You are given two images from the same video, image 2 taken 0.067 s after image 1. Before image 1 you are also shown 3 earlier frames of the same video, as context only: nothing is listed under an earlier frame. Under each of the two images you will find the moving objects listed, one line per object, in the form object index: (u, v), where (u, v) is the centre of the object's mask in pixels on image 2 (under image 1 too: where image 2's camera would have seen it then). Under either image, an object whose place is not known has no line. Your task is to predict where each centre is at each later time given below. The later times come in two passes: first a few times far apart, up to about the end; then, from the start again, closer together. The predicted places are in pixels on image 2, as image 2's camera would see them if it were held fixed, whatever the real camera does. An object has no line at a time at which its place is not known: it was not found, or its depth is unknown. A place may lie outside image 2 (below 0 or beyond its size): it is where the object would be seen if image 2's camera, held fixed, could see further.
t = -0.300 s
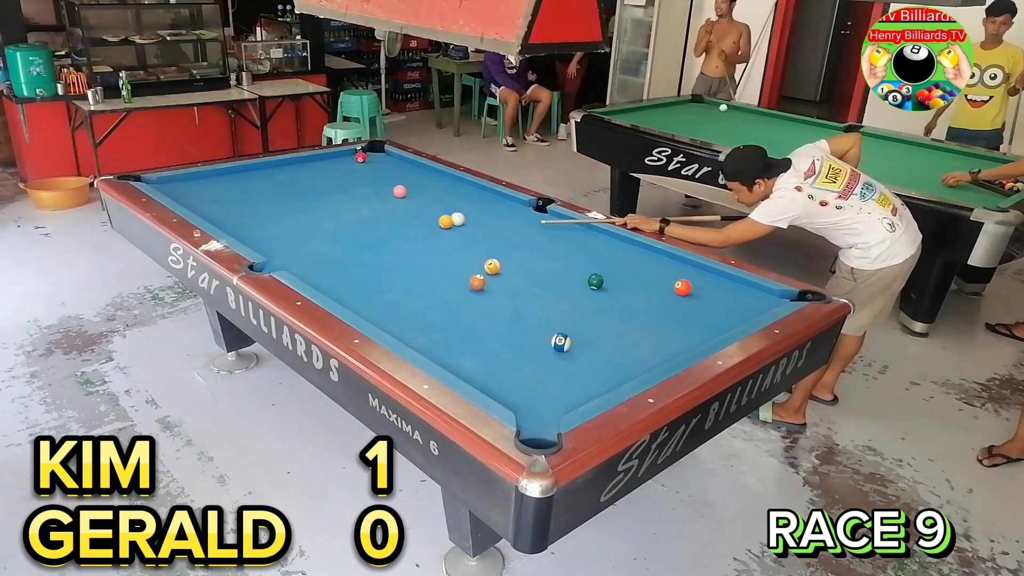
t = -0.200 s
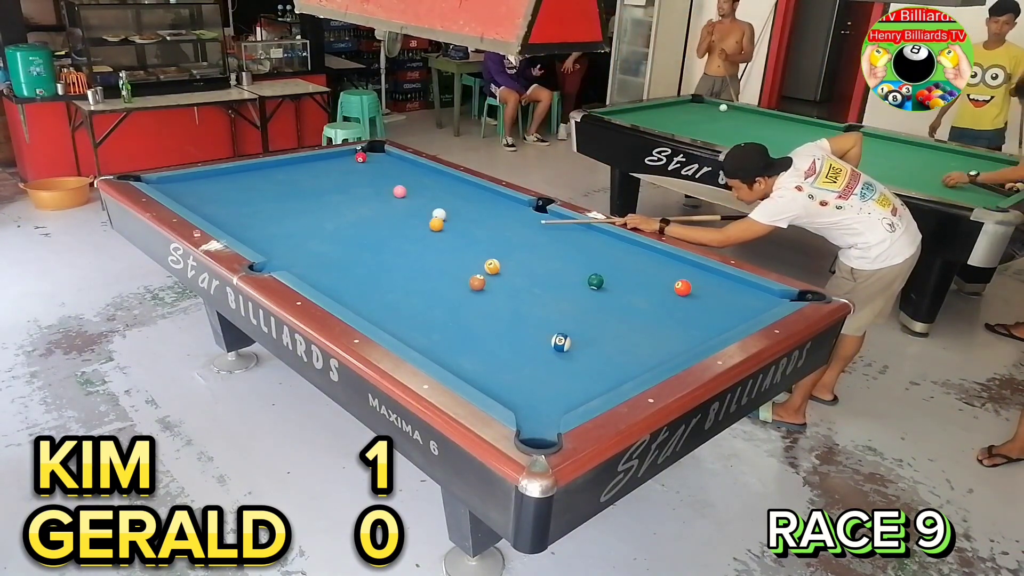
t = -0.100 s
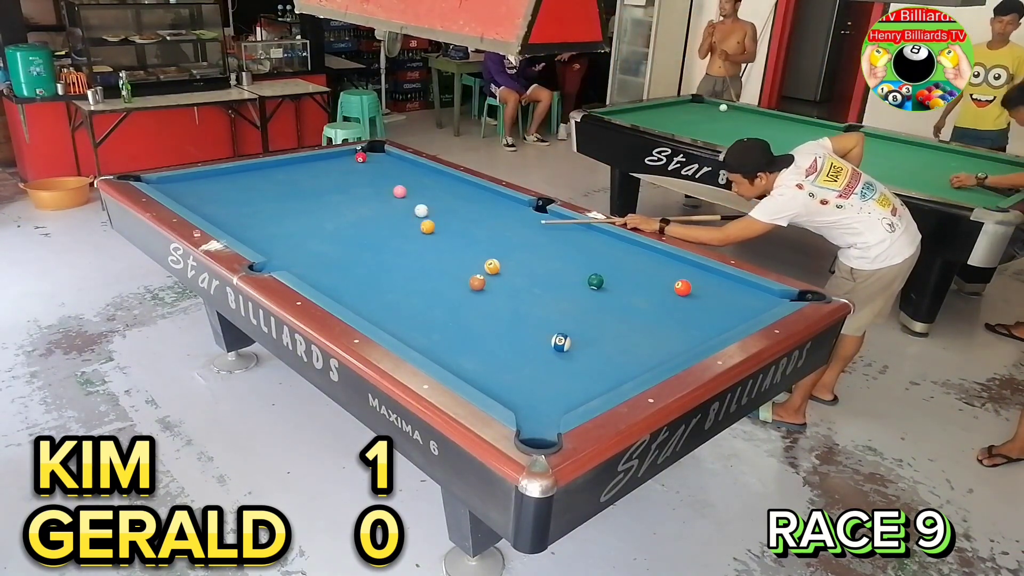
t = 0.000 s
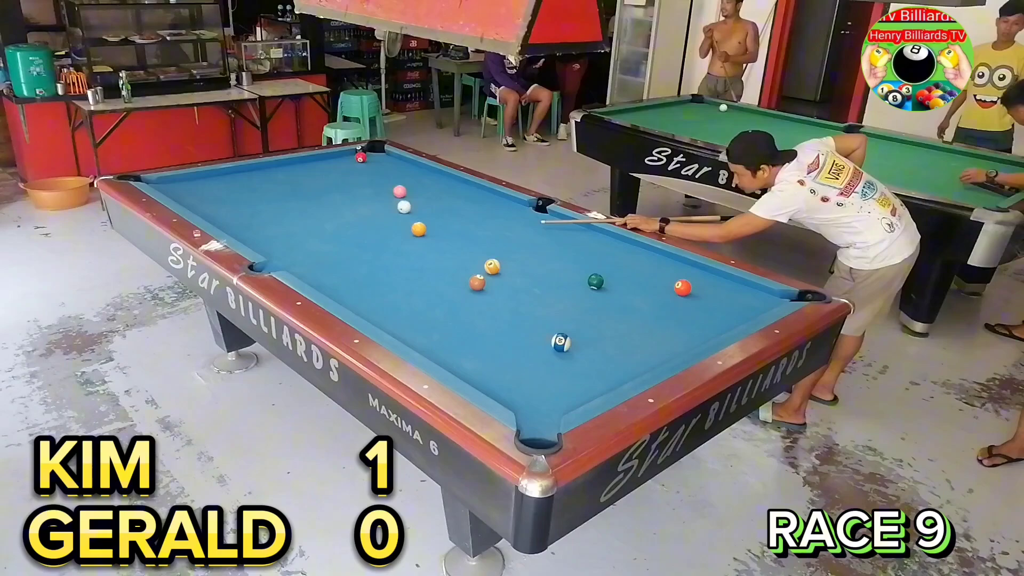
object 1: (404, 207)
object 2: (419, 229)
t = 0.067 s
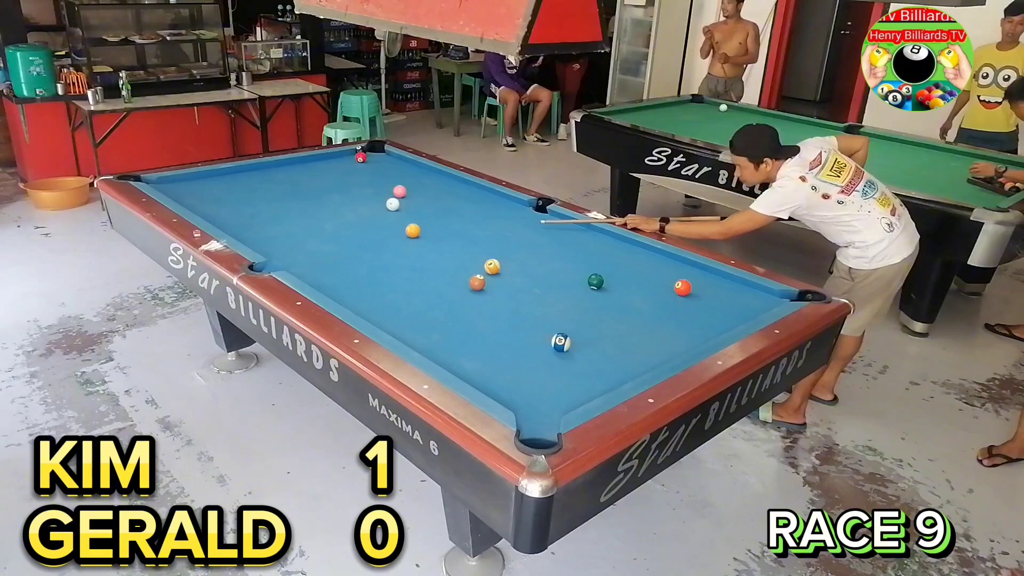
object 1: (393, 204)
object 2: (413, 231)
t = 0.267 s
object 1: (361, 197)
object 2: (395, 236)
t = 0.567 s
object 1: (316, 187)
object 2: (368, 243)
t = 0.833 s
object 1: (279, 179)
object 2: (345, 249)
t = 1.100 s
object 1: (246, 171)
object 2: (321, 256)
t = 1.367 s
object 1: (237, 173)
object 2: (298, 262)
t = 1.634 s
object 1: (240, 178)
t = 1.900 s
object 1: (242, 184)
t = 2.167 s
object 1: (245, 190)
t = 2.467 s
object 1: (248, 195)
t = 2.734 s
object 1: (250, 201)
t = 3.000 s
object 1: (253, 205)
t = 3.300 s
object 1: (256, 210)
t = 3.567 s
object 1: (258, 214)
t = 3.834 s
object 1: (261, 218)
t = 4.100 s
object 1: (263, 221)
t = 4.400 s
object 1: (265, 224)
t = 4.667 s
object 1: (267, 227)
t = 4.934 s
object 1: (269, 229)
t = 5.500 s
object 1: (273, 231)
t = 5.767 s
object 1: (273, 232)
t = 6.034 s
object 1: (274, 232)
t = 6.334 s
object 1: (274, 232)
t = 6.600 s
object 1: (274, 232)
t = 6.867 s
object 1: (274, 232)
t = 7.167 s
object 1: (274, 232)
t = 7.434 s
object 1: (274, 232)
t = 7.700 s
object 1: (274, 232)
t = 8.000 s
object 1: (274, 232)
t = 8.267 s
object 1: (274, 232)
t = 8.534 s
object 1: (274, 232)
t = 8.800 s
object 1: (274, 232)
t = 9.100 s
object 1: (274, 232)
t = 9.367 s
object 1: (274, 232)
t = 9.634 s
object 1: (274, 232)
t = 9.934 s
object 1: (274, 232)
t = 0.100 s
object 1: (387, 203)
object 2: (410, 232)
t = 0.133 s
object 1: (382, 202)
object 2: (407, 232)
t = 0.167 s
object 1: (376, 201)
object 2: (404, 233)
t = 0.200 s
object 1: (371, 199)
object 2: (401, 234)
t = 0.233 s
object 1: (366, 198)
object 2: (398, 235)
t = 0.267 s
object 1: (361, 197)
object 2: (395, 236)
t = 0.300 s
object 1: (355, 196)
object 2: (392, 236)
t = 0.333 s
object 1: (350, 195)
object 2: (389, 237)
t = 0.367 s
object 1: (345, 193)
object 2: (386, 238)
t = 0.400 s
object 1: (340, 192)
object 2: (383, 239)
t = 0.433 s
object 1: (335, 191)
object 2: (380, 239)
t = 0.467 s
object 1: (330, 190)
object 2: (377, 240)
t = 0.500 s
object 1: (325, 189)
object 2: (374, 241)
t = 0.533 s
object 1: (320, 188)
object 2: (371, 242)
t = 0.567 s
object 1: (316, 187)
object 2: (368, 243)
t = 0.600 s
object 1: (311, 186)
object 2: (365, 244)
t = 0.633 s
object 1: (306, 185)
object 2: (362, 244)
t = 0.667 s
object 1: (302, 184)
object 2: (359, 245)
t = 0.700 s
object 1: (297, 183)
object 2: (356, 246)
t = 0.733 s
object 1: (293, 182)
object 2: (353, 247)
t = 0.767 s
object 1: (288, 181)
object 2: (350, 248)
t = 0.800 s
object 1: (284, 180)
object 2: (347, 248)
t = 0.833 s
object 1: (279, 179)
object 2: (345, 249)
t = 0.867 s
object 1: (275, 178)
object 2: (342, 250)
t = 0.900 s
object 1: (271, 177)
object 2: (339, 251)
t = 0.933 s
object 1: (267, 176)
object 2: (336, 252)
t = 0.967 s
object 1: (263, 175)
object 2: (333, 252)
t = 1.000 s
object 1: (258, 174)
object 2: (330, 253)
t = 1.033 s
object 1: (254, 173)
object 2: (327, 254)
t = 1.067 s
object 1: (250, 172)
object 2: (324, 255)
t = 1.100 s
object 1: (246, 171)
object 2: (321, 256)
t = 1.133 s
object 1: (242, 170)
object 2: (318, 256)
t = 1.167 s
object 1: (238, 170)
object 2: (316, 257)
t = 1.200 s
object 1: (235, 169)
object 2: (313, 258)
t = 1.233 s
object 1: (236, 170)
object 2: (310, 259)
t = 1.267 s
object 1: (236, 170)
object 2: (307, 260)
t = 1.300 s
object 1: (236, 171)
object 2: (304, 260)
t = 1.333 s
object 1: (236, 172)
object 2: (301, 261)
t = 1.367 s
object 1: (237, 173)
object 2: (298, 262)
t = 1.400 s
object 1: (237, 173)
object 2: (296, 263)
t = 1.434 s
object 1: (238, 174)
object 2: (293, 263)
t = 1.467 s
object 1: (238, 175)
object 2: (290, 264)
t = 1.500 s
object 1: (238, 176)
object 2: (288, 264)
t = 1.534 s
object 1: (239, 176)
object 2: (285, 265)
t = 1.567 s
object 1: (239, 177)
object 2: (282, 265)
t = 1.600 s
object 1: (239, 178)
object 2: (279, 266)
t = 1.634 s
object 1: (240, 178)
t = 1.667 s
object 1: (240, 179)
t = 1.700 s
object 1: (240, 180)
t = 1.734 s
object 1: (241, 180)
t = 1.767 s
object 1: (241, 181)
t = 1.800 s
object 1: (241, 182)
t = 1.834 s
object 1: (242, 183)
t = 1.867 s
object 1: (242, 183)
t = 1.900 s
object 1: (242, 184)
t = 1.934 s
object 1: (243, 185)
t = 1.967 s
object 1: (243, 185)
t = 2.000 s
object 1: (243, 186)
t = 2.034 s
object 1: (244, 187)
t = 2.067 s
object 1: (244, 187)
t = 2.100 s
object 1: (244, 188)
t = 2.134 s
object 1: (245, 189)
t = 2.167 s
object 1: (245, 190)
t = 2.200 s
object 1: (245, 190)
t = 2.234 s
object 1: (245, 191)
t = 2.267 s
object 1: (246, 191)
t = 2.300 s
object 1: (246, 192)
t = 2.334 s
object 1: (246, 193)
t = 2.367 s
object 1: (247, 193)
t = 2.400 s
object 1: (247, 194)
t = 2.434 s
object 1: (247, 195)
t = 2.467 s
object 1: (248, 195)
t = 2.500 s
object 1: (248, 196)
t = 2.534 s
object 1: (248, 197)
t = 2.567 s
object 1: (249, 197)
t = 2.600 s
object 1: (249, 198)
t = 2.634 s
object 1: (249, 199)
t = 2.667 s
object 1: (250, 199)
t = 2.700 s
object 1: (250, 200)
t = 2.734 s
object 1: (250, 201)
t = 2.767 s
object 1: (251, 201)
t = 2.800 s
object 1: (251, 202)
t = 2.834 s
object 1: (251, 202)
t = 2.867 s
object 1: (252, 203)
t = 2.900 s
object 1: (252, 204)
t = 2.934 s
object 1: (252, 204)
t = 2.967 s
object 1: (253, 205)
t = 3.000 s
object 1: (253, 205)
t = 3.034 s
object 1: (253, 206)
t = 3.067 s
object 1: (254, 206)
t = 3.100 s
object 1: (254, 207)
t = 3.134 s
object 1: (254, 208)
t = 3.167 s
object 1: (255, 208)
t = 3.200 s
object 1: (255, 209)
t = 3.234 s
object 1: (255, 209)
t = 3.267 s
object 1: (256, 210)
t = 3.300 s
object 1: (256, 210)
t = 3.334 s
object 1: (256, 211)
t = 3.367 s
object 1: (257, 211)
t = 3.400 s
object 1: (257, 212)
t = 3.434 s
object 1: (257, 212)
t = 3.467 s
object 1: (258, 213)
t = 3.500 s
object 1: (258, 214)
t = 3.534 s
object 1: (258, 214)
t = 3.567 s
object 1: (258, 214)
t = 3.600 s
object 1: (259, 215)
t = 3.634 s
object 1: (259, 215)
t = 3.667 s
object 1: (259, 216)
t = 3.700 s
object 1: (260, 216)
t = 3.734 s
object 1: (260, 217)
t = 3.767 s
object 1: (260, 217)
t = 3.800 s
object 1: (260, 218)
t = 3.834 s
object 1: (261, 218)
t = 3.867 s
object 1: (261, 219)
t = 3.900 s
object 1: (261, 219)
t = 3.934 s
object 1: (262, 219)
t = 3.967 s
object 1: (262, 220)
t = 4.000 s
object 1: (262, 220)
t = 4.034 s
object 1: (262, 221)
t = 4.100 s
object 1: (263, 221)
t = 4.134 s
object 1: (263, 221)
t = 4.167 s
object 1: (263, 222)
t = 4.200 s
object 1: (263, 222)
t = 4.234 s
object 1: (264, 223)
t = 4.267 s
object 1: (264, 223)
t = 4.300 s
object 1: (264, 223)
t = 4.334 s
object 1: (265, 224)
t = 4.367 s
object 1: (265, 224)
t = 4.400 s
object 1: (265, 224)
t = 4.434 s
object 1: (265, 225)
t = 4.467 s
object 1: (266, 225)
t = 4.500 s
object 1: (266, 225)
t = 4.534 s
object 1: (266, 226)
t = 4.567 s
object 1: (266, 226)
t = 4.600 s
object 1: (267, 226)
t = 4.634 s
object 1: (267, 226)
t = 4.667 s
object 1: (267, 227)
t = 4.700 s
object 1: (267, 227)
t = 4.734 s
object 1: (268, 227)
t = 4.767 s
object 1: (268, 227)
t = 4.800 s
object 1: (268, 228)
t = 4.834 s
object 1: (268, 228)
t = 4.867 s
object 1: (268, 228)
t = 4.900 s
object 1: (269, 228)
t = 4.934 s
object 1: (269, 229)
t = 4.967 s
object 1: (266, 229)
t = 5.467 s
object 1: (276, 229)
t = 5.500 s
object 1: (273, 231)
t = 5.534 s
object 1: (272, 231)
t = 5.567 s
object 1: (272, 231)
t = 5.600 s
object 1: (273, 231)
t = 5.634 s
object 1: (273, 232)
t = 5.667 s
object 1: (273, 232)
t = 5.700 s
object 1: (273, 232)
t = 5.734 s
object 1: (273, 232)
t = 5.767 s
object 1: (273, 232)
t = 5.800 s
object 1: (273, 232)
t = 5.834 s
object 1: (273, 232)
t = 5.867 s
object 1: (273, 232)
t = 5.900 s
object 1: (274, 232)
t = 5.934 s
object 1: (274, 232)
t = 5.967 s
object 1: (274, 232)
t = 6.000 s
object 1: (274, 232)
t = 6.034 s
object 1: (274, 232)
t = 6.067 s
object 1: (274, 232)
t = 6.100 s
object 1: (274, 232)
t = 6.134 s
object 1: (274, 232)
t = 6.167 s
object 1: (274, 232)
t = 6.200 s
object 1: (274, 232)
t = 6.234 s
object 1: (274, 232)
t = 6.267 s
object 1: (274, 232)
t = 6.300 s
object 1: (274, 232)
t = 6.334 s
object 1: (274, 232)
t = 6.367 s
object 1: (274, 232)
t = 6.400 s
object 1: (274, 232)
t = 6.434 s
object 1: (274, 232)
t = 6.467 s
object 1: (274, 232)
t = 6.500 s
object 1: (274, 232)
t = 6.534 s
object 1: (274, 232)
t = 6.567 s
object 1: (274, 232)
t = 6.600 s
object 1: (274, 232)
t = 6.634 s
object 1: (274, 232)
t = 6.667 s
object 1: (274, 232)
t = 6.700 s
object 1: (274, 232)
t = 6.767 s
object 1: (274, 232)
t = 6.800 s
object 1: (274, 232)
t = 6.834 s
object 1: (274, 232)
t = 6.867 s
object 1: (274, 232)
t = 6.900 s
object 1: (274, 232)
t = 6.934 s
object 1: (274, 232)
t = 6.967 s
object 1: (274, 232)
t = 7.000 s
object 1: (274, 232)
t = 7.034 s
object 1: (274, 232)
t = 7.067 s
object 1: (274, 232)
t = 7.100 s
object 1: (274, 232)
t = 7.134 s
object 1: (274, 232)
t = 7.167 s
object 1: (274, 232)
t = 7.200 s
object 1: (274, 232)
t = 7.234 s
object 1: (274, 232)
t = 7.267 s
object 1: (274, 232)
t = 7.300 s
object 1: (274, 232)
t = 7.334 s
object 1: (274, 232)
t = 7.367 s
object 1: (274, 232)
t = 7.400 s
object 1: (274, 232)
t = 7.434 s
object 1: (274, 232)
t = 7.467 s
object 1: (274, 232)
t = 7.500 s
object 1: (274, 232)
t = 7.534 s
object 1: (274, 232)
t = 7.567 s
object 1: (274, 232)
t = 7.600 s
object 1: (274, 232)
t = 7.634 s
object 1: (274, 232)
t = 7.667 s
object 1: (274, 232)
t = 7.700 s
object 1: (274, 232)
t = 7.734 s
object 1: (274, 232)
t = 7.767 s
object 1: (274, 232)
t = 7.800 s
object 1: (274, 232)
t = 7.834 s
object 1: (274, 232)
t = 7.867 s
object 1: (274, 232)
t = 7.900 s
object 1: (274, 232)
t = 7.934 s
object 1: (274, 232)
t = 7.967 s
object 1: (274, 232)
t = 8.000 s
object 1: (274, 232)
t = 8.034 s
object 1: (274, 232)
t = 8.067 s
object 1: (274, 232)
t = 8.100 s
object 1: (274, 232)
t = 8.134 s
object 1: (274, 232)
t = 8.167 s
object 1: (274, 232)
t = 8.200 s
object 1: (274, 232)
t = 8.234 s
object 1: (274, 232)
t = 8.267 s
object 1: (274, 232)
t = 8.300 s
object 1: (274, 232)
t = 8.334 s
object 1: (274, 232)
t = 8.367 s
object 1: (274, 232)
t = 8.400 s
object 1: (274, 232)
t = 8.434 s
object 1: (274, 232)
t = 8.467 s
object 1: (274, 232)
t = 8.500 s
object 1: (274, 232)
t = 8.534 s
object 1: (274, 232)
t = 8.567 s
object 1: (274, 232)
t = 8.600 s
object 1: (274, 232)
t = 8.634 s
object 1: (274, 232)
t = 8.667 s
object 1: (274, 232)
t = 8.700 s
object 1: (274, 232)
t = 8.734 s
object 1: (274, 232)
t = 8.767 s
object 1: (274, 232)
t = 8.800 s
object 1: (274, 232)
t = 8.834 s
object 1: (274, 232)
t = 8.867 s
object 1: (274, 232)
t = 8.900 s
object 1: (274, 232)
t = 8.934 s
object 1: (274, 232)
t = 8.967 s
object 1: (274, 232)
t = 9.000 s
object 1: (274, 232)
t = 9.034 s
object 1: (274, 232)
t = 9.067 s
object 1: (274, 232)
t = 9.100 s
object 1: (274, 232)
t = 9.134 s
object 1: (274, 232)
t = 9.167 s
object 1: (274, 232)
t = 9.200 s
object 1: (274, 232)
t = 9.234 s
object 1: (274, 232)
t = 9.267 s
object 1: (274, 232)
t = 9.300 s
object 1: (274, 232)
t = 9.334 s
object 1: (274, 232)
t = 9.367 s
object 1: (274, 232)
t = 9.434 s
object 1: (274, 232)
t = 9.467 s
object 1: (274, 232)
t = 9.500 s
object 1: (274, 232)
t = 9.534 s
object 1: (274, 232)
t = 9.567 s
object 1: (274, 232)
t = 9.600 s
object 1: (274, 232)
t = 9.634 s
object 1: (274, 232)
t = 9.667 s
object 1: (274, 232)
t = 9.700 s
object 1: (274, 232)
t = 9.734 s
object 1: (274, 232)
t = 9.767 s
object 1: (274, 232)
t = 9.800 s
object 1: (274, 232)
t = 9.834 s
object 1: (274, 232)
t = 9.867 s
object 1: (274, 232)
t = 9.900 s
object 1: (274, 232)
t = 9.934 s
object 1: (274, 232)
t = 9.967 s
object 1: (274, 232)
